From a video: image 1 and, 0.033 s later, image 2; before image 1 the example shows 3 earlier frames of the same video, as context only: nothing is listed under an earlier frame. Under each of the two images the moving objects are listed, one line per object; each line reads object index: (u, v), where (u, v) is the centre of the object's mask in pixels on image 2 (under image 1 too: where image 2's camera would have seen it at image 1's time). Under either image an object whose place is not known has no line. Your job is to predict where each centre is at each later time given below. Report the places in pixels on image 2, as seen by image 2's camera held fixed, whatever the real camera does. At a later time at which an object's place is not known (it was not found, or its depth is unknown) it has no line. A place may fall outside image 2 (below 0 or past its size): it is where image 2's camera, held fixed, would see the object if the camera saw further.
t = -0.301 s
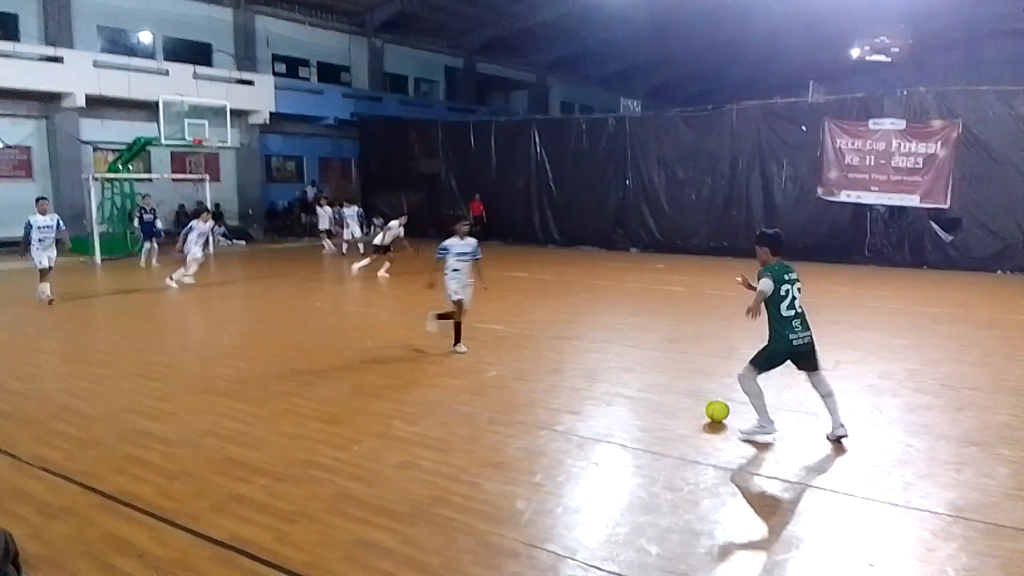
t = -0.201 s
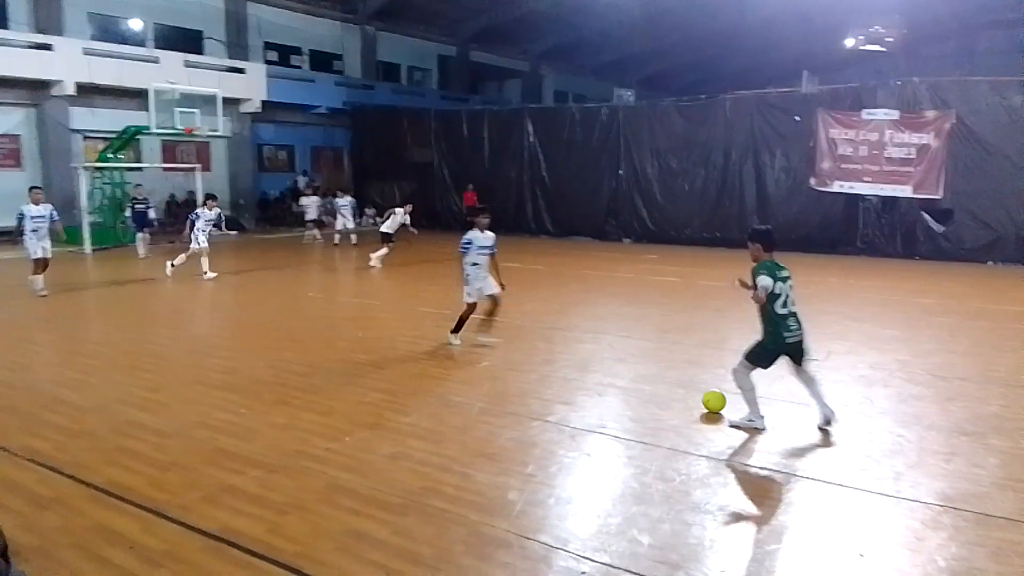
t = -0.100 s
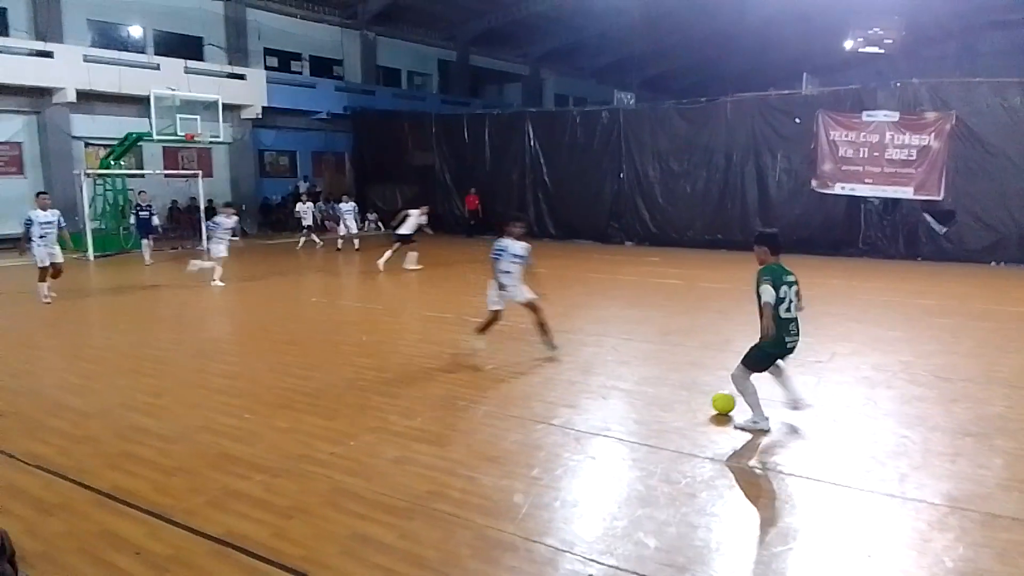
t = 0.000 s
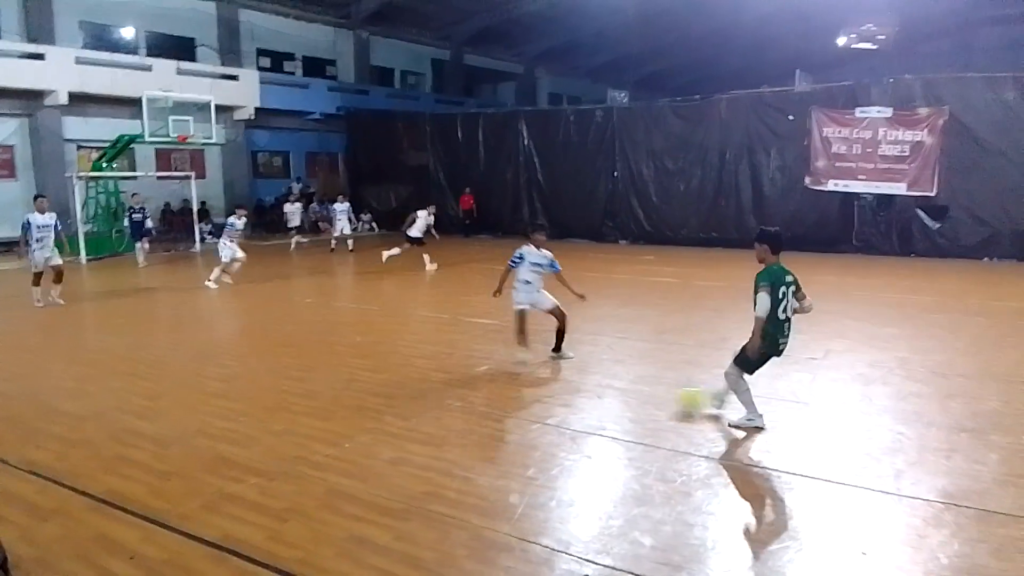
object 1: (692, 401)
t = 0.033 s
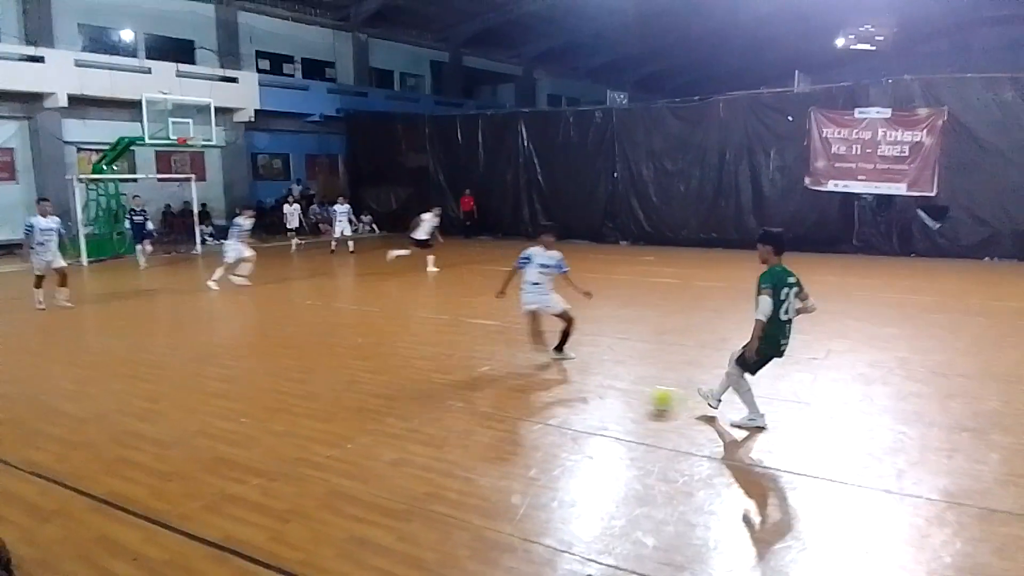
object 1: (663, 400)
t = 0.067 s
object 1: (636, 397)
